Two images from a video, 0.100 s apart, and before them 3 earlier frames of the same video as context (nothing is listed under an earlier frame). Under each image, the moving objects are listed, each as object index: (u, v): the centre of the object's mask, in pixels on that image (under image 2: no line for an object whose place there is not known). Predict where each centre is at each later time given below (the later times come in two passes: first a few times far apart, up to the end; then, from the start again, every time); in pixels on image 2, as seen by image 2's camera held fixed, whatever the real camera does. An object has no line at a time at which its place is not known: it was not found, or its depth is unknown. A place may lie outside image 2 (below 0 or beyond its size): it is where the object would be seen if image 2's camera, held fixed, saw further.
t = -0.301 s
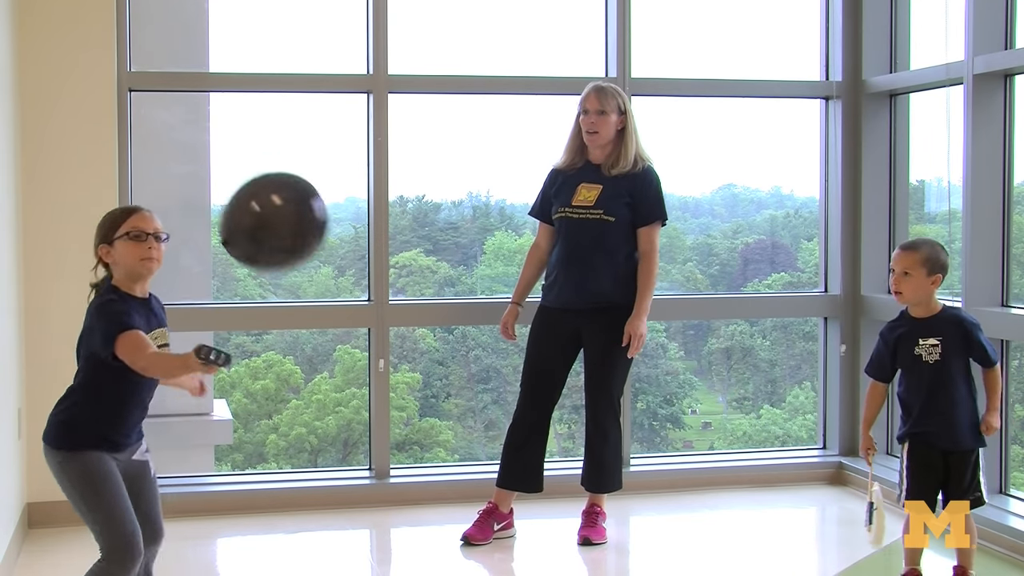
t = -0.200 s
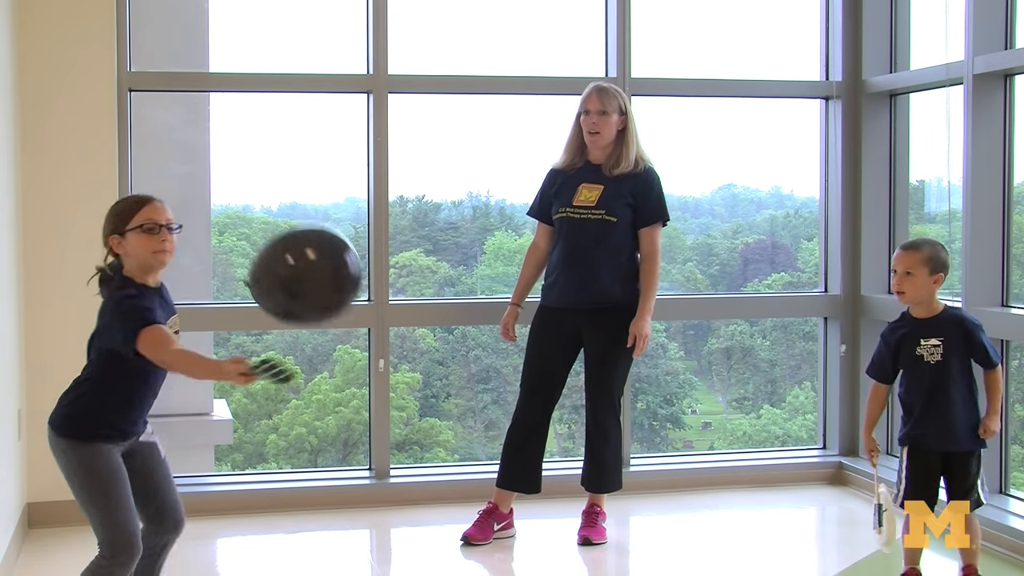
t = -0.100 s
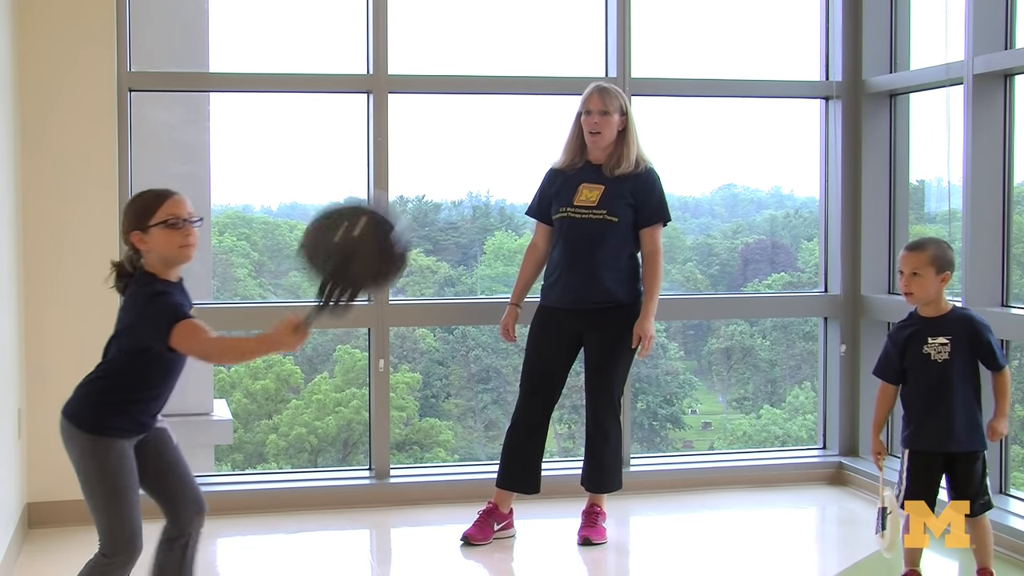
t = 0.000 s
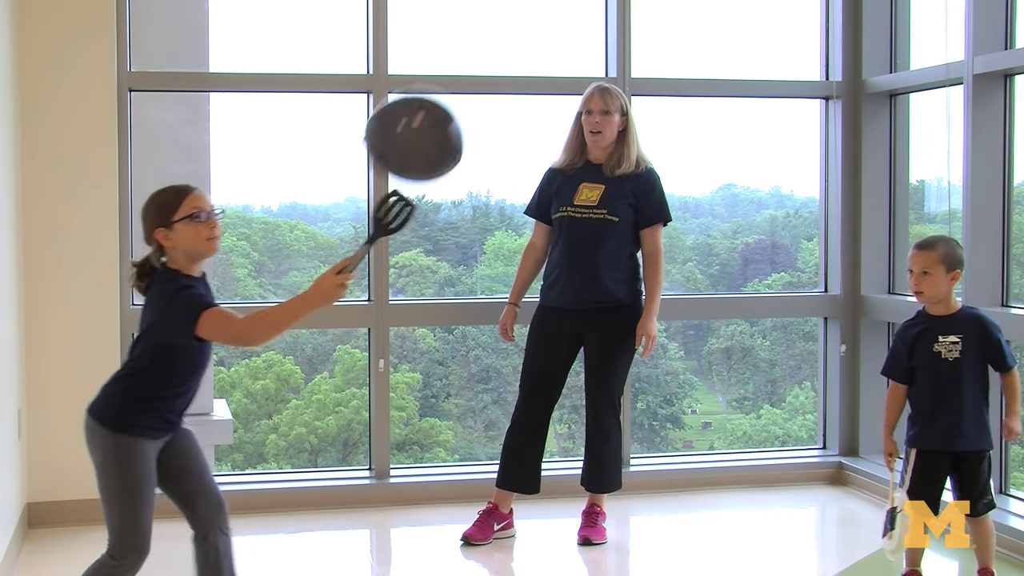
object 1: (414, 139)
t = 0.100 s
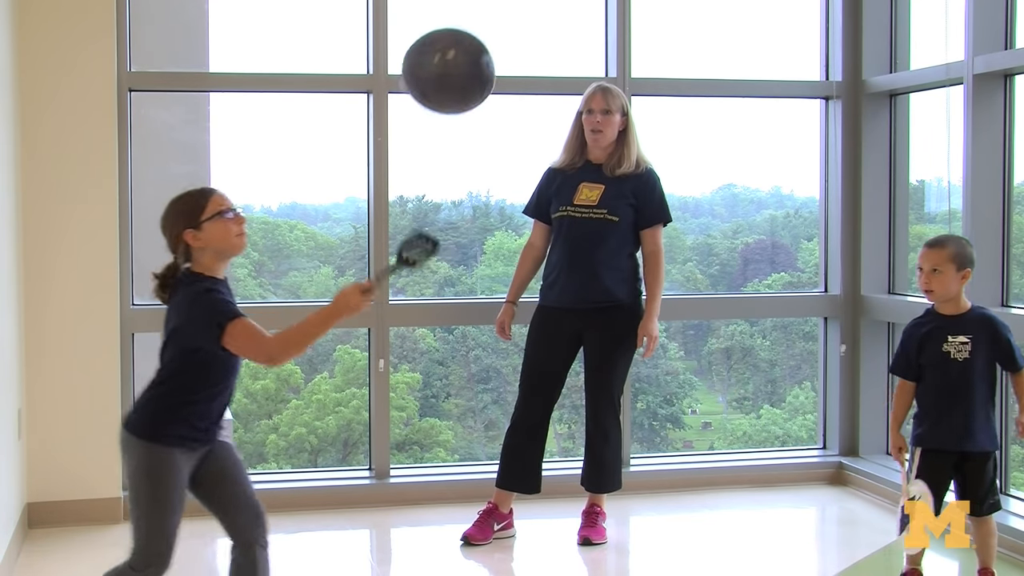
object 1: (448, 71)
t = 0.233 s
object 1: (463, 39)
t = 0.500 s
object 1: (461, 56)
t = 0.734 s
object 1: (471, 95)
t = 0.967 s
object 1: (482, 157)
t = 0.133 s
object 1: (455, 57)
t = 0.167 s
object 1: (459, 48)
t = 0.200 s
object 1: (462, 42)
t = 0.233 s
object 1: (463, 39)
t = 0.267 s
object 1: (463, 38)
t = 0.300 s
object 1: (464, 38)
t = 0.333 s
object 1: (463, 38)
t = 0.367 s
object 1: (462, 40)
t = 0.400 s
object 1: (461, 43)
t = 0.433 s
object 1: (461, 47)
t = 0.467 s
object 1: (460, 51)
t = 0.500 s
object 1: (461, 56)
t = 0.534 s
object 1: (461, 60)
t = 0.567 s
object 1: (462, 65)
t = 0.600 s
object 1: (464, 71)
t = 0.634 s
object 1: (466, 77)
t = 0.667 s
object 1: (467, 83)
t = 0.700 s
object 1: (469, 89)
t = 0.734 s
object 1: (471, 95)
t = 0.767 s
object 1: (473, 102)
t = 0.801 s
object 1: (475, 109)
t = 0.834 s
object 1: (476, 117)
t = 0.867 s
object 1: (478, 125)
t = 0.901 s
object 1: (479, 136)
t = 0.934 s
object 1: (481, 146)
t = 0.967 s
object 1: (482, 157)
